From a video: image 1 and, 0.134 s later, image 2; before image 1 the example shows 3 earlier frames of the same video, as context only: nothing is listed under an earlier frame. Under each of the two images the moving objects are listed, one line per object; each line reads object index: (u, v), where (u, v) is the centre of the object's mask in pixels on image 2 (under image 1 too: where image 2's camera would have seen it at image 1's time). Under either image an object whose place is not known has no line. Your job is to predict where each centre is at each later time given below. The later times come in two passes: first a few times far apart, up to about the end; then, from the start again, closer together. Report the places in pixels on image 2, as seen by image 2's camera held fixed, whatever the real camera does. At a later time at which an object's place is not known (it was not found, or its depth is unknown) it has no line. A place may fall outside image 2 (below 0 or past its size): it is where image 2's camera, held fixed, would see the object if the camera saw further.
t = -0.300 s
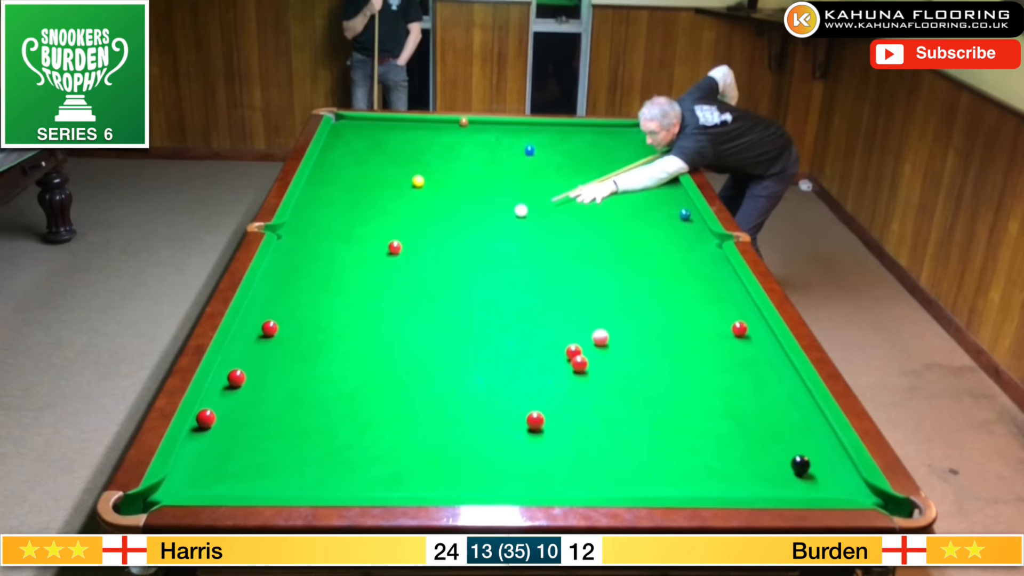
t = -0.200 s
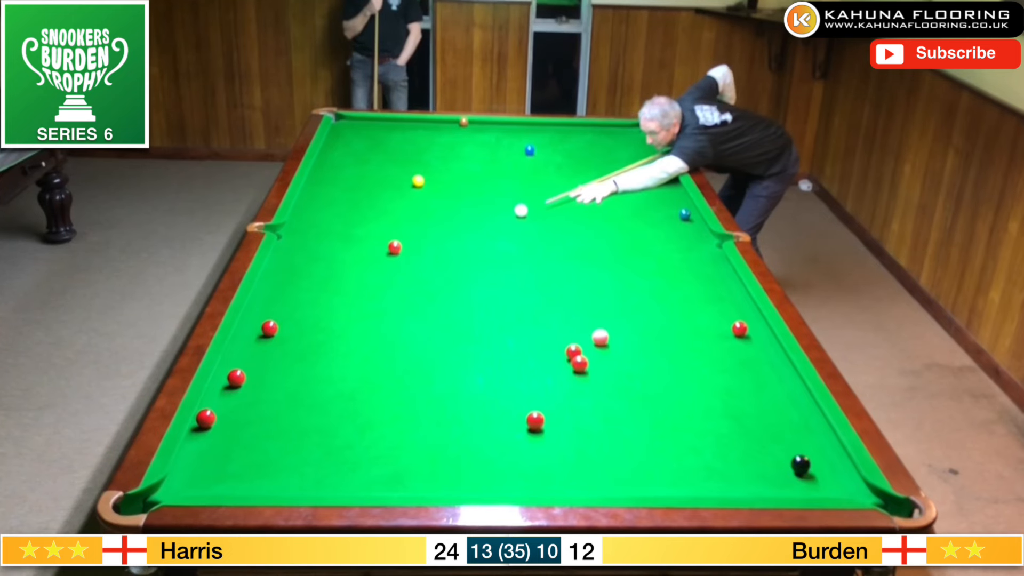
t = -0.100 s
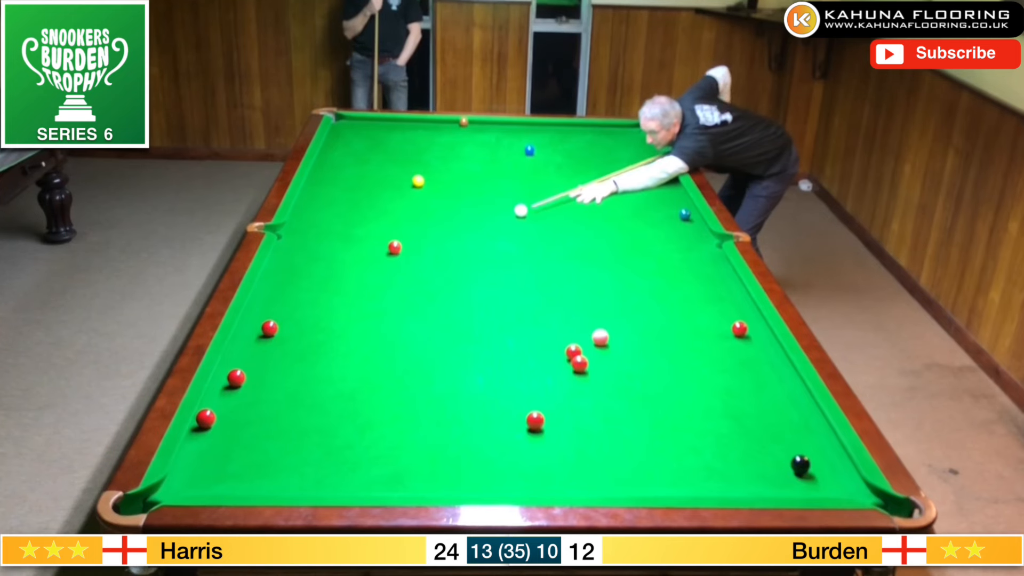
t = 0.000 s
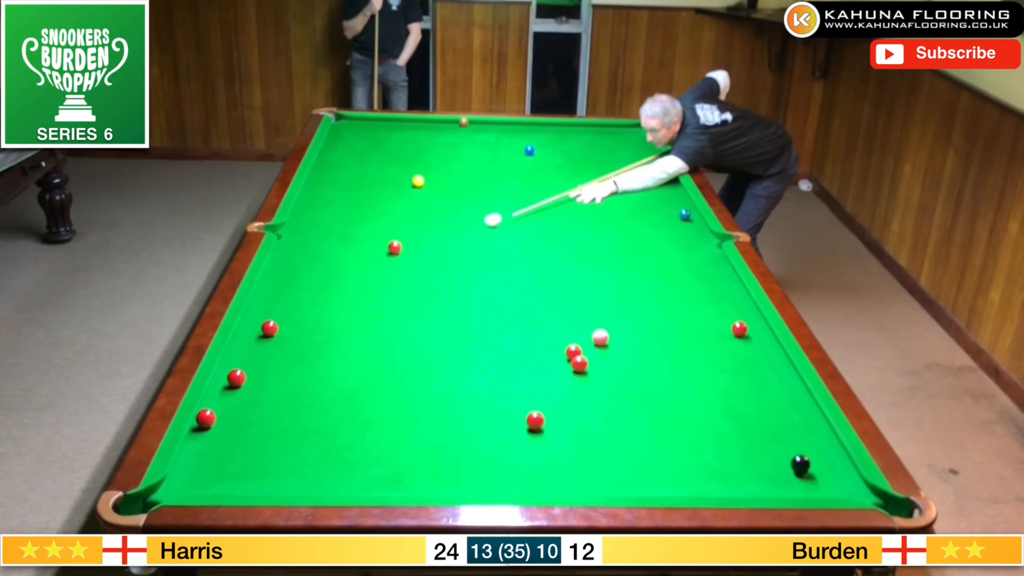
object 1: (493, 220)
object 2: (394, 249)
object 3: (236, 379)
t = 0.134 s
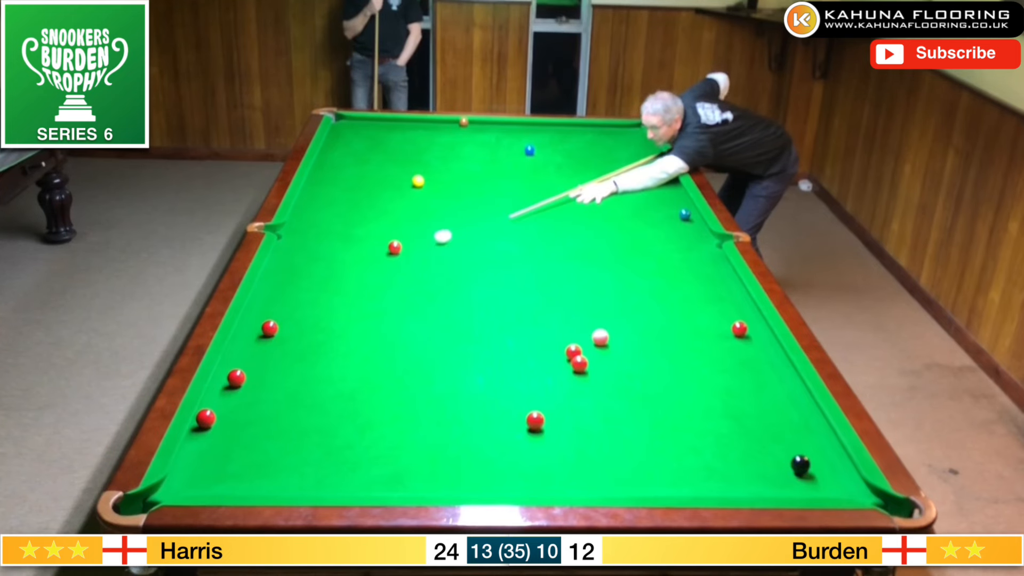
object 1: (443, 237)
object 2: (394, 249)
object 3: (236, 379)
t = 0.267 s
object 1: (403, 254)
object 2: (387, 248)
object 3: (236, 379)
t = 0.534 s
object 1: (353, 293)
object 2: (342, 244)
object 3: (236, 379)
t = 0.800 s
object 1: (291, 340)
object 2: (302, 240)
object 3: (236, 379)
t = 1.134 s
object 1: (256, 384)
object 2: (294, 234)
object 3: (236, 399)
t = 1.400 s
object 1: (254, 407)
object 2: (307, 228)
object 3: (273, 421)
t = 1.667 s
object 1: (252, 431)
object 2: (319, 222)
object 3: (310, 442)
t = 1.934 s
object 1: (251, 455)
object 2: (329, 218)
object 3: (348, 464)
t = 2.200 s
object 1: (250, 479)
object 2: (336, 215)
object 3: (387, 484)
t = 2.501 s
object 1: (255, 482)
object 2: (344, 212)
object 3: (427, 482)
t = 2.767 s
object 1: (264, 470)
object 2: (349, 210)
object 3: (459, 470)
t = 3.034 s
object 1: (271, 460)
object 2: (353, 209)
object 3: (486, 460)
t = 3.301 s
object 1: (277, 452)
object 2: (356, 209)
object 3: (511, 452)
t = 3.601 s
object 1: (282, 445)
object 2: (357, 208)
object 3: (535, 444)
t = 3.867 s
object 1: (285, 442)
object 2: (357, 208)
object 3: (554, 438)
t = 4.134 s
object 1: (287, 440)
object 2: (357, 208)
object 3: (569, 433)
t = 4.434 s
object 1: (287, 440)
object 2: (357, 208)
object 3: (583, 429)
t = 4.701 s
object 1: (287, 440)
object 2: (357, 208)
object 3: (592, 427)
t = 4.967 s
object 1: (287, 440)
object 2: (357, 208)
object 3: (599, 425)
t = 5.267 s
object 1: (287, 440)
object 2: (357, 208)
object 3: (603, 424)
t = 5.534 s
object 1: (287, 440)
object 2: (357, 208)
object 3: (603, 424)
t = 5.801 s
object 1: (287, 440)
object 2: (357, 208)
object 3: (603, 424)
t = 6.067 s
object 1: (287, 440)
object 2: (357, 208)
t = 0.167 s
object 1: (431, 241)
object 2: (394, 249)
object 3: (236, 379)
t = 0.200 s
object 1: (419, 245)
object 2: (394, 248)
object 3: (236, 379)
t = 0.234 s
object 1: (408, 249)
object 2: (393, 248)
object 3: (236, 379)
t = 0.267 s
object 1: (403, 254)
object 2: (387, 248)
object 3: (236, 379)
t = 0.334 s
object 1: (393, 263)
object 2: (373, 247)
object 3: (236, 379)
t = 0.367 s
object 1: (387, 268)
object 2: (368, 246)
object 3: (236, 379)
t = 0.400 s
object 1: (380, 273)
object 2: (363, 246)
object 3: (236, 379)
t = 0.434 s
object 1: (374, 278)
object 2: (357, 246)
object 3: (236, 379)
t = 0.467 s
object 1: (367, 282)
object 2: (352, 245)
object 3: (236, 379)
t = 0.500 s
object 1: (360, 287)
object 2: (347, 244)
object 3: (236, 379)
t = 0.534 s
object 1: (353, 293)
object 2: (342, 244)
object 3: (236, 379)
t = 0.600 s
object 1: (339, 304)
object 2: (332, 243)
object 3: (236, 379)
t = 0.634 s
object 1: (332, 309)
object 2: (327, 243)
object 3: (236, 379)
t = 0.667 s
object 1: (324, 315)
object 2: (321, 242)
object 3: (236, 379)
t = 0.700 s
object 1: (316, 321)
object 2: (317, 242)
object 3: (236, 379)
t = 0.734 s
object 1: (308, 327)
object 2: (312, 241)
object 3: (236, 379)
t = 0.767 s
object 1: (300, 333)
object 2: (307, 241)
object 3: (236, 379)
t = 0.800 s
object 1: (291, 340)
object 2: (302, 240)
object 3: (236, 379)
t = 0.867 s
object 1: (274, 353)
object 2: (292, 240)
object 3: (236, 379)
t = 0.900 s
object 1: (265, 360)
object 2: (288, 239)
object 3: (236, 379)
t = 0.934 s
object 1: (256, 367)
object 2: (283, 239)
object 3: (236, 379)
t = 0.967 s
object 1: (252, 372)
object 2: (284, 238)
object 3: (231, 381)
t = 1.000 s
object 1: (254, 374)
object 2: (286, 237)
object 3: (219, 387)
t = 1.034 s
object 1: (255, 376)
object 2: (288, 236)
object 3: (222, 390)
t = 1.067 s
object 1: (256, 378)
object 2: (290, 235)
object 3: (227, 393)
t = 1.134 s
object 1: (256, 384)
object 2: (294, 234)
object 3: (236, 399)
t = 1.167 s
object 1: (256, 386)
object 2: (295, 233)
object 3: (241, 402)
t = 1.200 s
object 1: (256, 388)
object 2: (297, 232)
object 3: (245, 404)
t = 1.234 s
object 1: (256, 391)
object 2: (299, 231)
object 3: (249, 407)
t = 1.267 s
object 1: (256, 393)
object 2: (301, 230)
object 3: (254, 410)
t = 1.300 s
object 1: (255, 397)
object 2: (302, 230)
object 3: (258, 413)
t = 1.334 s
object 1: (254, 400)
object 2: (304, 229)
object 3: (263, 415)
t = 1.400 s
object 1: (254, 407)
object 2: (307, 228)
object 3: (273, 421)
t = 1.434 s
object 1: (254, 410)
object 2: (309, 227)
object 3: (277, 423)
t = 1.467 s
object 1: (254, 413)
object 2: (310, 226)
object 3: (282, 426)
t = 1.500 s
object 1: (253, 416)
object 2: (312, 225)
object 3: (286, 429)
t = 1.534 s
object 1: (253, 419)
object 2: (313, 225)
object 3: (291, 431)
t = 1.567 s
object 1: (253, 422)
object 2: (315, 224)
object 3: (296, 434)
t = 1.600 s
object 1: (253, 425)
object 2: (316, 223)
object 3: (301, 436)
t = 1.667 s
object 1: (252, 431)
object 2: (319, 222)
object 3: (310, 442)
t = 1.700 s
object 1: (252, 434)
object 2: (320, 222)
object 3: (315, 445)
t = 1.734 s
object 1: (252, 437)
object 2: (321, 221)
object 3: (319, 447)
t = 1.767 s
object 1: (252, 440)
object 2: (323, 221)
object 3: (324, 450)
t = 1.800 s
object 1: (252, 443)
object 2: (324, 220)
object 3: (329, 453)
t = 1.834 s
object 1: (251, 446)
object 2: (325, 220)
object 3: (334, 456)
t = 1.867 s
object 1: (251, 449)
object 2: (326, 219)
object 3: (338, 458)
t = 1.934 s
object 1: (251, 455)
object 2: (329, 218)
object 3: (348, 464)
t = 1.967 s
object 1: (251, 458)
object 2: (330, 218)
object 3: (353, 467)
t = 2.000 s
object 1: (251, 461)
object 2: (331, 217)
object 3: (358, 469)
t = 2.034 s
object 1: (251, 464)
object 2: (332, 217)
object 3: (363, 472)
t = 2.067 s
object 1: (250, 467)
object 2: (333, 217)
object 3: (367, 475)
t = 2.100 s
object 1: (250, 470)
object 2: (334, 216)
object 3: (372, 478)
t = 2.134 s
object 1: (250, 473)
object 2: (335, 216)
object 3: (377, 480)
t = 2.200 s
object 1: (250, 479)
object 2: (336, 215)
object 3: (387, 484)
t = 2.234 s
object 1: (250, 481)
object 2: (338, 215)
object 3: (392, 485)
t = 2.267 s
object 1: (250, 483)
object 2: (338, 215)
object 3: (397, 487)
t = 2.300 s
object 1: (250, 485)
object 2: (339, 214)
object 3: (401, 488)
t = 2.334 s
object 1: (250, 487)
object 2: (340, 214)
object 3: (406, 487)
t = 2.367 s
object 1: (251, 487)
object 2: (341, 214)
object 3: (410, 486)
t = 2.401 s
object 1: (252, 485)
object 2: (342, 213)
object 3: (415, 484)
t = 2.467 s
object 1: (254, 483)
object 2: (343, 213)
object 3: (423, 482)
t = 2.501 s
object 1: (255, 482)
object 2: (344, 212)
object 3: (427, 482)
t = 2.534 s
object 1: (256, 481)
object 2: (344, 212)
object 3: (431, 480)
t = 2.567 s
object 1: (257, 479)
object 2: (345, 212)
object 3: (435, 480)
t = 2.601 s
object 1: (258, 477)
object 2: (346, 212)
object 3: (439, 477)
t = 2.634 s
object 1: (260, 476)
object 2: (347, 211)
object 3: (443, 475)
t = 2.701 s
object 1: (262, 473)
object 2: (348, 211)
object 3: (451, 473)
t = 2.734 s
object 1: (263, 471)
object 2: (349, 211)
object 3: (455, 472)
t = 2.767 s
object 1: (264, 470)
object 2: (349, 210)
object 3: (459, 470)
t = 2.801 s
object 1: (265, 468)
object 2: (350, 210)
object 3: (462, 469)
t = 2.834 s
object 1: (266, 467)
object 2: (351, 210)
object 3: (466, 468)
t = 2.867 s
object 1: (267, 466)
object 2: (351, 210)
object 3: (469, 467)
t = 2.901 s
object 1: (267, 465)
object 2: (351, 210)
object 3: (473, 465)
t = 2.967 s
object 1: (269, 462)
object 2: (352, 209)
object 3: (480, 463)
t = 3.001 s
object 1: (270, 461)
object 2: (353, 209)
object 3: (483, 461)
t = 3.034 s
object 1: (271, 460)
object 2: (353, 209)
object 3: (486, 460)
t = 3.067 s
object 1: (272, 458)
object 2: (354, 209)
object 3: (490, 459)
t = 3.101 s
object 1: (273, 457)
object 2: (354, 209)
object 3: (493, 458)
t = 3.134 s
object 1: (273, 456)
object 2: (354, 209)
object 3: (496, 457)
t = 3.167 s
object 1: (274, 455)
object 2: (355, 209)
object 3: (499, 456)
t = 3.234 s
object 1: (276, 453)
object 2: (356, 209)
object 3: (505, 454)
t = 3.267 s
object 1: (276, 452)
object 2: (356, 209)
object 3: (508, 453)
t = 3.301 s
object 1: (277, 452)
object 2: (356, 209)
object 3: (511, 452)
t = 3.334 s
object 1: (278, 451)
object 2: (356, 209)
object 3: (514, 451)
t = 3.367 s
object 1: (278, 450)
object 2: (357, 208)
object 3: (517, 450)
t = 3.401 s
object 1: (279, 449)
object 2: (357, 208)
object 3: (520, 449)
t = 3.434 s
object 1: (280, 449)
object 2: (357, 208)
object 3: (522, 448)
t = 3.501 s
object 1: (281, 447)
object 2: (357, 208)
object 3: (528, 446)
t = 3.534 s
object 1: (281, 447)
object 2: (357, 208)
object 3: (531, 446)
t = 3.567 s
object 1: (282, 446)
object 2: (357, 208)
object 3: (533, 444)
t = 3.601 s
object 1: (282, 445)
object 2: (357, 208)
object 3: (535, 444)
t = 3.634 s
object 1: (283, 445)
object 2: (357, 208)
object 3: (538, 443)
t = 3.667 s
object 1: (283, 444)
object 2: (357, 208)
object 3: (540, 442)
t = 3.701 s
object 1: (283, 444)
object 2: (357, 208)
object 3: (543, 441)
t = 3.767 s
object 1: (284, 443)
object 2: (357, 208)
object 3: (548, 440)
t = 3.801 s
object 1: (284, 442)
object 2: (357, 208)
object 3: (550, 440)
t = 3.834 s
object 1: (285, 442)
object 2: (357, 208)
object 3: (552, 439)
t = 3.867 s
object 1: (285, 442)
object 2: (357, 208)
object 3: (554, 438)
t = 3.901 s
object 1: (285, 441)
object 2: (357, 208)
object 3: (556, 438)
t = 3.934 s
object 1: (285, 441)
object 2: (357, 208)
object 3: (558, 437)
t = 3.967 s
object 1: (286, 441)
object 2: (357, 208)
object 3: (560, 436)
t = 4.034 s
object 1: (286, 440)
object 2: (357, 208)
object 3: (564, 435)
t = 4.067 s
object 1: (286, 440)
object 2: (357, 208)
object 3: (566, 434)
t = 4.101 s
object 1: (286, 440)
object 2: (357, 208)
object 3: (568, 434)
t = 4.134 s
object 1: (287, 440)
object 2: (357, 208)
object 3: (569, 433)
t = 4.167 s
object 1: (287, 440)
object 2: (357, 208)
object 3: (571, 433)
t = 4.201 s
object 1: (287, 440)
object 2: (357, 208)
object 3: (573, 433)
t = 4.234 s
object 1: (287, 440)
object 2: (357, 208)
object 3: (575, 432)
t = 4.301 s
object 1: (287, 440)
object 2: (357, 208)
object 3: (578, 431)
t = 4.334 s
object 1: (287, 440)
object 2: (357, 208)
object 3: (579, 431)
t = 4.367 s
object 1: (287, 440)
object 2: (357, 208)
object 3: (581, 431)
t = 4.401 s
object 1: (287, 440)
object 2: (357, 208)
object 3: (582, 430)
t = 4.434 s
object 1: (287, 440)
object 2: (357, 208)
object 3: (583, 429)
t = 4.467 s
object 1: (287, 440)
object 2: (357, 208)
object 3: (585, 429)
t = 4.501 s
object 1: (287, 440)
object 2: (357, 208)
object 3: (586, 429)
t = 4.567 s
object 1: (287, 440)
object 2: (357, 208)
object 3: (588, 428)
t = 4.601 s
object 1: (287, 440)
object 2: (357, 208)
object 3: (589, 428)
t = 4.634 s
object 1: (287, 440)
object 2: (357, 208)
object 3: (590, 427)
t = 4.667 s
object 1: (287, 440)
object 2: (357, 208)
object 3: (591, 427)
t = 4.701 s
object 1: (287, 440)
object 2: (357, 208)
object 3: (592, 427)
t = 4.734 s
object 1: (287, 440)
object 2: (357, 208)
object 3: (593, 427)
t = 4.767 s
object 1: (287, 440)
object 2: (357, 208)
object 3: (594, 426)
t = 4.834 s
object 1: (287, 440)
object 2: (357, 208)
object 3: (596, 426)
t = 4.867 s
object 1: (287, 440)
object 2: (357, 208)
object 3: (597, 426)
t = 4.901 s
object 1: (287, 440)
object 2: (357, 208)
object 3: (597, 426)
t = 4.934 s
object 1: (287, 440)
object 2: (357, 208)
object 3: (598, 425)
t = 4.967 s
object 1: (287, 440)
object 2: (357, 208)
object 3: (599, 425)
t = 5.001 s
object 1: (287, 440)
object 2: (357, 208)
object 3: (599, 425)
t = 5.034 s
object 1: (287, 440)
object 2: (357, 208)
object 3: (600, 425)
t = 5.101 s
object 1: (287, 440)
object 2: (357, 208)
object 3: (601, 425)
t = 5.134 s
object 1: (287, 440)
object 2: (357, 208)
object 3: (601, 424)
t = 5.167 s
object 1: (287, 440)
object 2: (357, 208)
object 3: (602, 424)
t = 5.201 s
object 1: (287, 440)
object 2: (357, 208)
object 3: (602, 424)
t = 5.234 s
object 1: (287, 440)
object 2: (357, 208)
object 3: (603, 424)
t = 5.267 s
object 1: (287, 440)
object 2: (357, 208)
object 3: (603, 424)
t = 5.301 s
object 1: (287, 440)
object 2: (357, 208)
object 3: (603, 424)
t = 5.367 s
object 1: (287, 440)
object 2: (357, 208)
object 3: (603, 424)
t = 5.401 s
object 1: (287, 440)
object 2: (357, 208)
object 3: (603, 424)
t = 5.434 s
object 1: (287, 440)
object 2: (357, 208)
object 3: (603, 424)
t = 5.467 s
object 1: (287, 440)
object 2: (357, 208)
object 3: (603, 424)
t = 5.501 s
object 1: (287, 440)
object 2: (357, 208)
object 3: (603, 424)
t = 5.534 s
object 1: (287, 440)
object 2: (357, 208)
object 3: (603, 424)
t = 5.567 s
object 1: (287, 440)
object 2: (357, 208)
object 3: (603, 424)
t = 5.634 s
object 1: (287, 440)
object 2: (357, 208)
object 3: (603, 424)
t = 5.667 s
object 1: (287, 440)
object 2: (357, 208)
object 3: (603, 424)
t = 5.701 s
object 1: (287, 440)
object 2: (357, 208)
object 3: (603, 424)
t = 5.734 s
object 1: (287, 440)
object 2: (357, 208)
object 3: (603, 424)
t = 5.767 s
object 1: (287, 440)
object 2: (357, 208)
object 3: (603, 424)
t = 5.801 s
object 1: (287, 440)
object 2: (357, 208)
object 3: (603, 424)
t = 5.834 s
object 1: (287, 440)
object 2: (357, 208)
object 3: (603, 424)
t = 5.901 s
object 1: (287, 440)
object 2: (357, 208)
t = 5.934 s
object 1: (287, 440)
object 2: (357, 208)
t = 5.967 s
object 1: (287, 440)
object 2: (357, 208)
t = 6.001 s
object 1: (287, 440)
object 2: (357, 208)
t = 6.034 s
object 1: (287, 440)
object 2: (357, 208)
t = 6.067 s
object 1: (287, 440)
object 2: (357, 208)
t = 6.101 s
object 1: (287, 440)
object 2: (357, 208)
